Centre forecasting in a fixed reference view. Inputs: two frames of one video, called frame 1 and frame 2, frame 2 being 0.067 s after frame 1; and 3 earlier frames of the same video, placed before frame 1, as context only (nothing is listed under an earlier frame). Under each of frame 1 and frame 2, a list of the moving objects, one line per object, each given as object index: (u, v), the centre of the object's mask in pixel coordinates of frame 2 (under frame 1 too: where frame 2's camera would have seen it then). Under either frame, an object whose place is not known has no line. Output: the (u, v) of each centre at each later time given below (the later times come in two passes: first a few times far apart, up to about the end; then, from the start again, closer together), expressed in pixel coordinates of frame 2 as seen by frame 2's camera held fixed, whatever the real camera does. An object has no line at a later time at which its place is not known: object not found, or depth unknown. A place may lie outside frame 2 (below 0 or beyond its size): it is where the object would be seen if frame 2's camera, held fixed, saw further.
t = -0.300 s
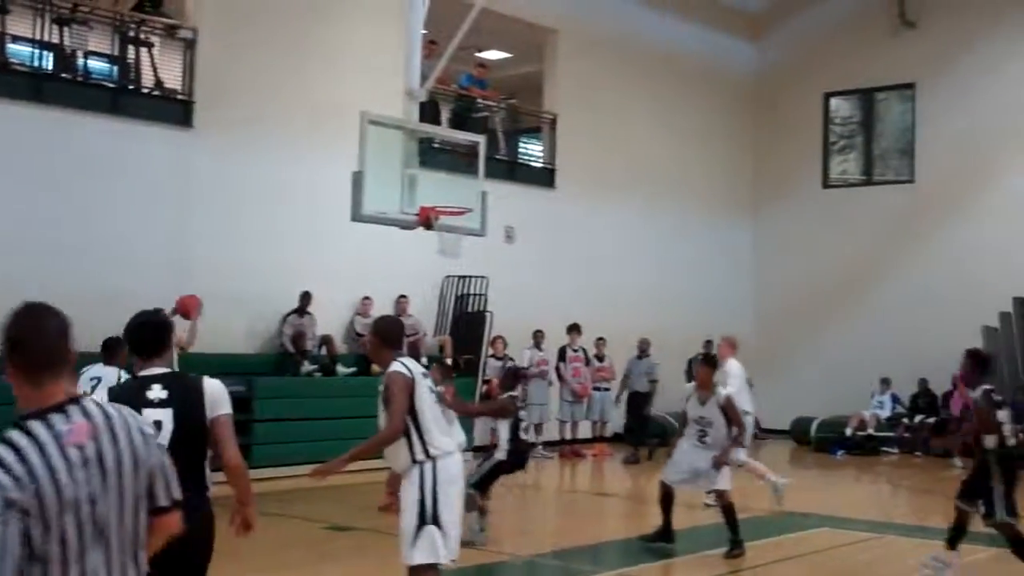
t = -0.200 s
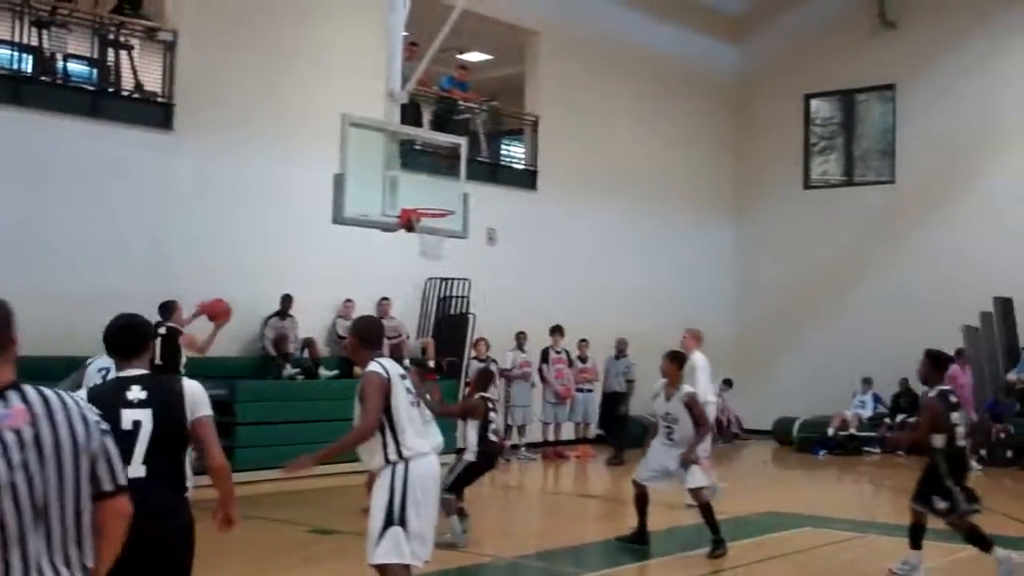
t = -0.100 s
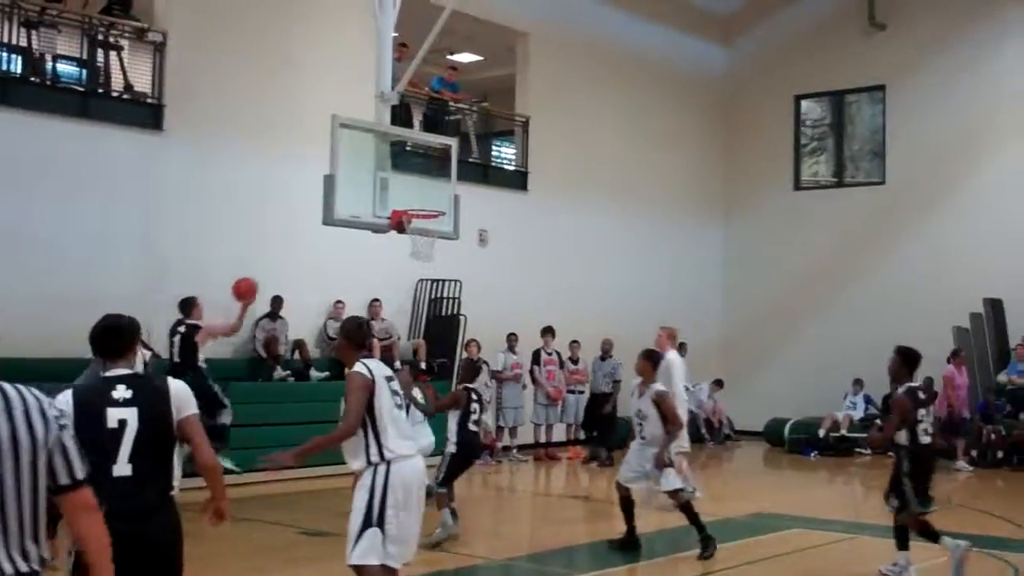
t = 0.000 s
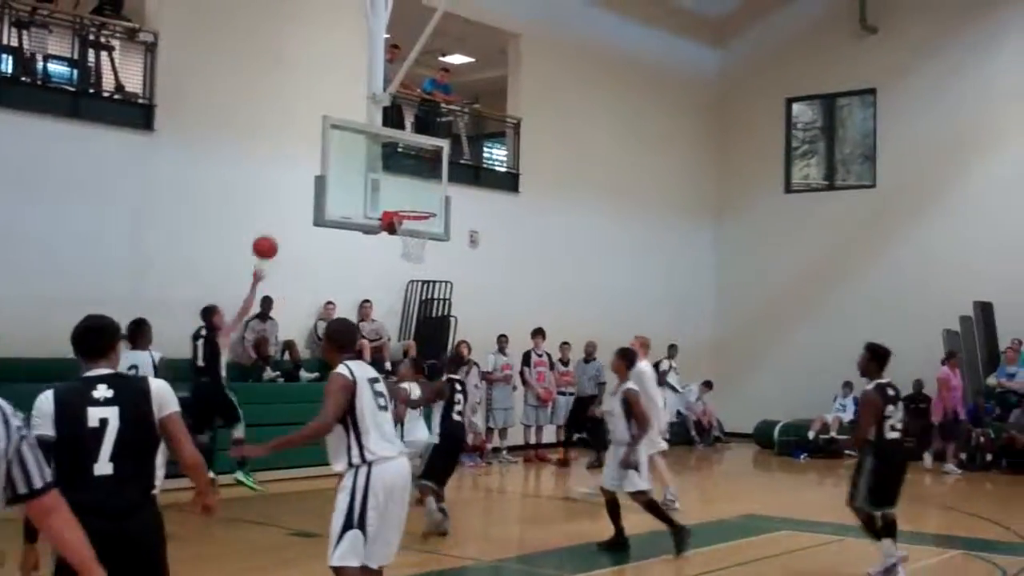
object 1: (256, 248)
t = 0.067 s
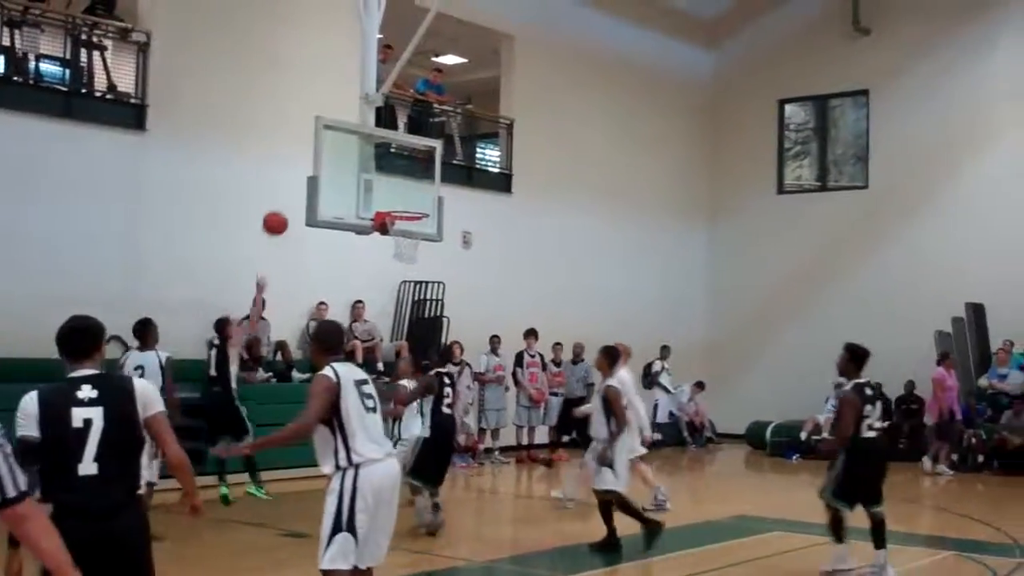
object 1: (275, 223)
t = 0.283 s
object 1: (327, 180)
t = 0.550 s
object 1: (386, 190)
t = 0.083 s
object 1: (279, 218)
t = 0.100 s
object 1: (283, 213)
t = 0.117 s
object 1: (287, 208)
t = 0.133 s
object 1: (292, 204)
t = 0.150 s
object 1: (296, 200)
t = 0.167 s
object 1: (300, 196)
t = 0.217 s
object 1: (312, 187)
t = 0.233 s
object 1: (316, 185)
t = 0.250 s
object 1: (319, 184)
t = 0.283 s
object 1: (327, 180)
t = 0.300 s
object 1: (330, 178)
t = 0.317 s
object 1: (335, 176)
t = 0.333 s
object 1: (339, 175)
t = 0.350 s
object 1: (343, 176)
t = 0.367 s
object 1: (347, 175)
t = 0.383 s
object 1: (350, 175)
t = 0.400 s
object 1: (354, 176)
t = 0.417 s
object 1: (358, 176)
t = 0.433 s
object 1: (361, 177)
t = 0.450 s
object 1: (365, 178)
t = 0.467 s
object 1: (368, 180)
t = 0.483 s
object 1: (371, 182)
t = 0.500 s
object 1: (374, 183)
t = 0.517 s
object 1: (378, 185)
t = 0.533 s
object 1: (382, 187)
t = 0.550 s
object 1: (386, 190)
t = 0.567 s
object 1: (389, 193)
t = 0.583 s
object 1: (392, 195)
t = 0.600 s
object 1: (396, 199)
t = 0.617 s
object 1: (399, 202)
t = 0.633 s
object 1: (402, 207)
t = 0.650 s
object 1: (403, 208)
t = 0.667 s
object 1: (407, 208)
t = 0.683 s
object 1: (410, 207)
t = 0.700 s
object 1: (413, 206)
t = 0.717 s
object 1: (415, 206)
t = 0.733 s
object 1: (418, 206)
